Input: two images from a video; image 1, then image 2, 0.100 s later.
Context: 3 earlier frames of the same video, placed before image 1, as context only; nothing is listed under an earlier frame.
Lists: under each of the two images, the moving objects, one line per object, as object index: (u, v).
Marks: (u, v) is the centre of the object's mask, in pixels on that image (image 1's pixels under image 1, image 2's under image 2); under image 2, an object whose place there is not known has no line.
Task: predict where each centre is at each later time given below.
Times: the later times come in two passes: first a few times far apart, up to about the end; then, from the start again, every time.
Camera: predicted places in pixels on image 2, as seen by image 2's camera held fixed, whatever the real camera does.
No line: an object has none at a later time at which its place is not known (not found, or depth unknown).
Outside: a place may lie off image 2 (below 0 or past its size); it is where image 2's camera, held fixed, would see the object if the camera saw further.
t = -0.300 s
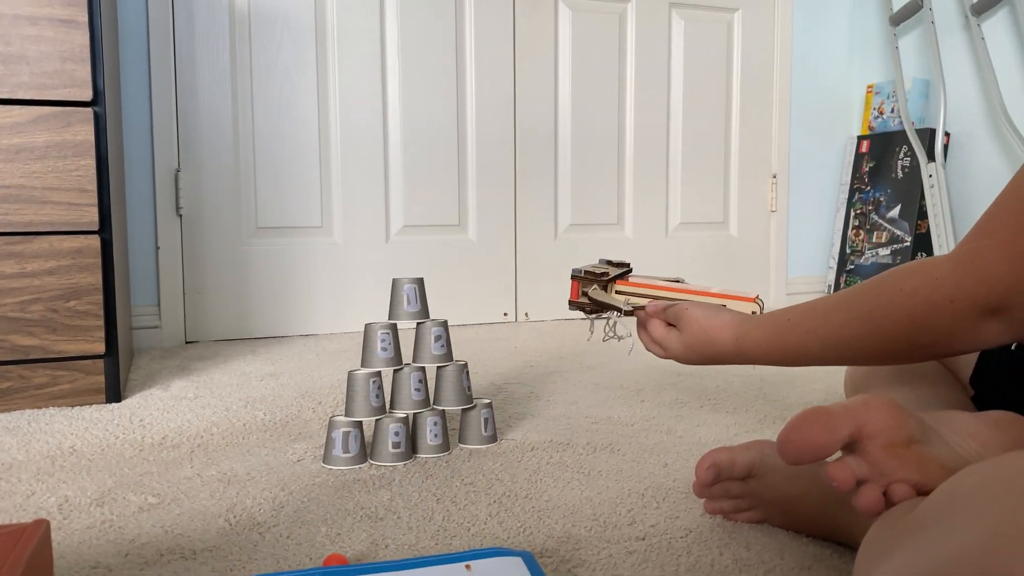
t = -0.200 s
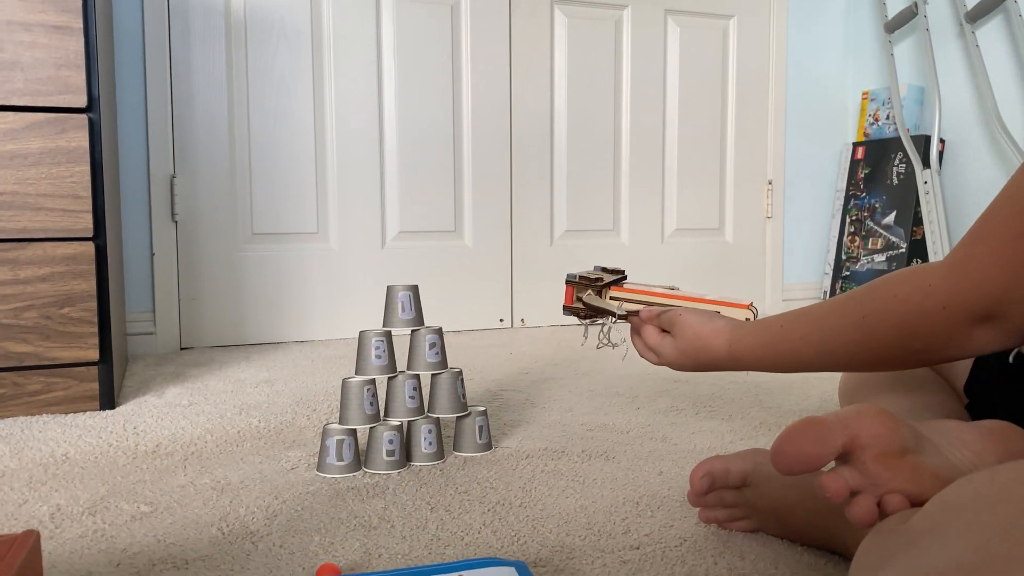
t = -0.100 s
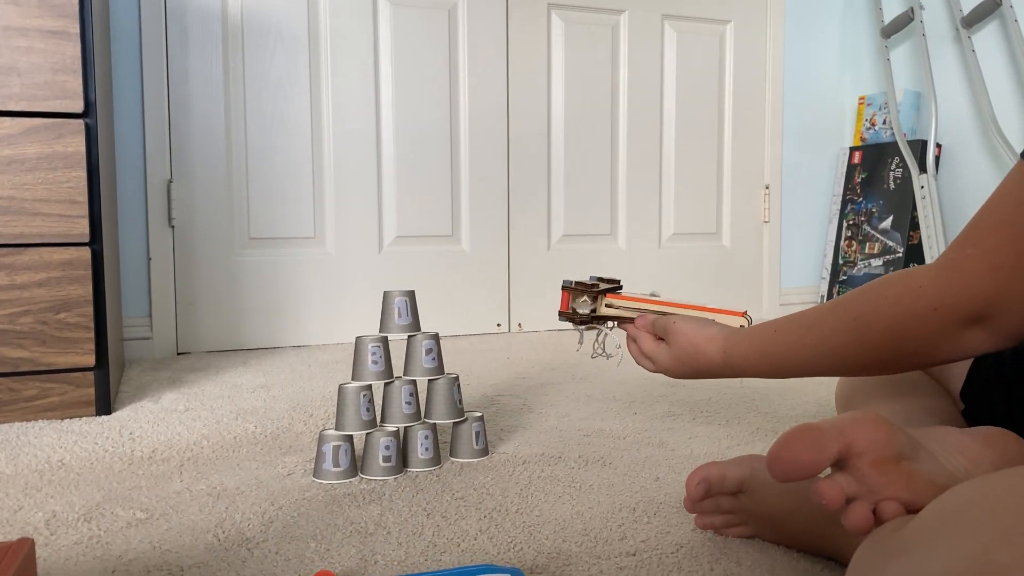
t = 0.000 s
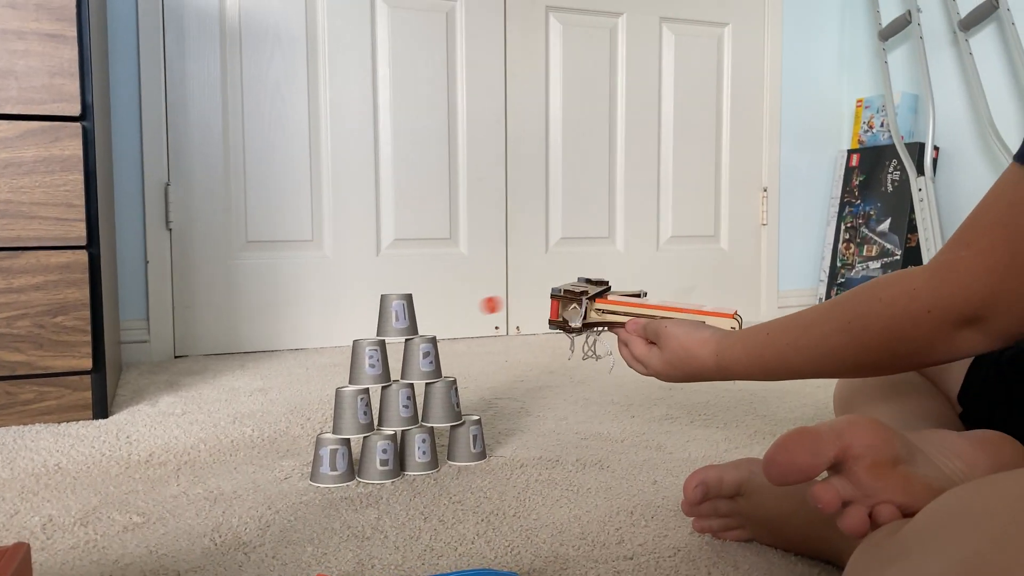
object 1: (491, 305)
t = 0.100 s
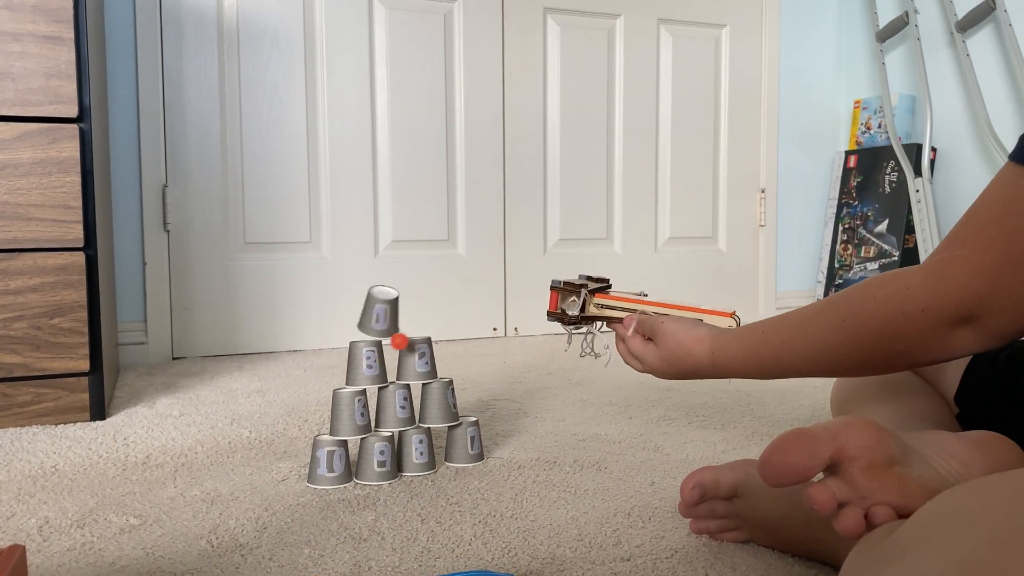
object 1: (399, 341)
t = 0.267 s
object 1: (346, 484)
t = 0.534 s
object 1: (335, 491)
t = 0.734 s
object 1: (320, 514)
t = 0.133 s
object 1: (387, 357)
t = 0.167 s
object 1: (376, 383)
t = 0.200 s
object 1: (363, 422)
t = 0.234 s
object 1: (352, 470)
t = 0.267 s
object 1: (346, 484)
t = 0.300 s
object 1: (345, 463)
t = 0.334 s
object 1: (344, 452)
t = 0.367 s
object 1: (343, 452)
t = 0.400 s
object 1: (343, 462)
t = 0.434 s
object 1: (342, 483)
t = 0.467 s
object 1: (341, 500)
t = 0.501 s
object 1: (338, 491)
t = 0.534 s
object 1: (335, 491)
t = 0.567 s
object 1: (332, 504)
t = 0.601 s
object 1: (329, 505)
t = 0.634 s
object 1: (326, 510)
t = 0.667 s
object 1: (324, 511)
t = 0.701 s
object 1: (322, 512)
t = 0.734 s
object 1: (320, 514)
